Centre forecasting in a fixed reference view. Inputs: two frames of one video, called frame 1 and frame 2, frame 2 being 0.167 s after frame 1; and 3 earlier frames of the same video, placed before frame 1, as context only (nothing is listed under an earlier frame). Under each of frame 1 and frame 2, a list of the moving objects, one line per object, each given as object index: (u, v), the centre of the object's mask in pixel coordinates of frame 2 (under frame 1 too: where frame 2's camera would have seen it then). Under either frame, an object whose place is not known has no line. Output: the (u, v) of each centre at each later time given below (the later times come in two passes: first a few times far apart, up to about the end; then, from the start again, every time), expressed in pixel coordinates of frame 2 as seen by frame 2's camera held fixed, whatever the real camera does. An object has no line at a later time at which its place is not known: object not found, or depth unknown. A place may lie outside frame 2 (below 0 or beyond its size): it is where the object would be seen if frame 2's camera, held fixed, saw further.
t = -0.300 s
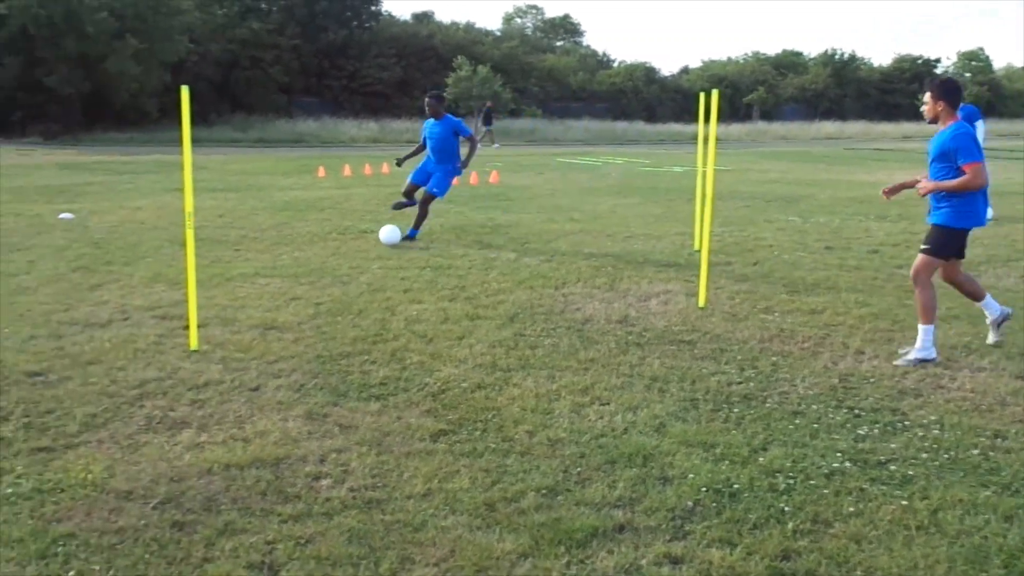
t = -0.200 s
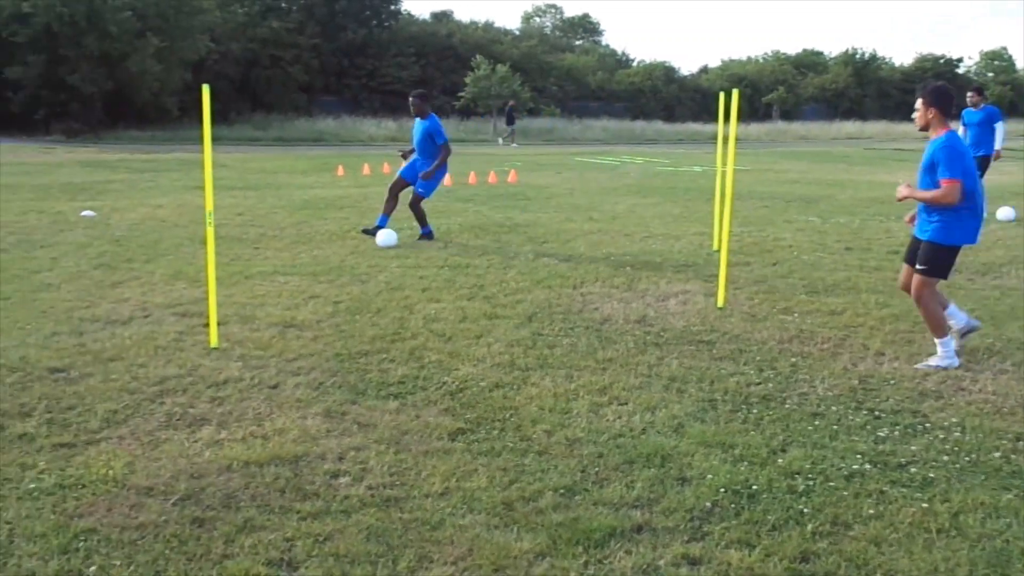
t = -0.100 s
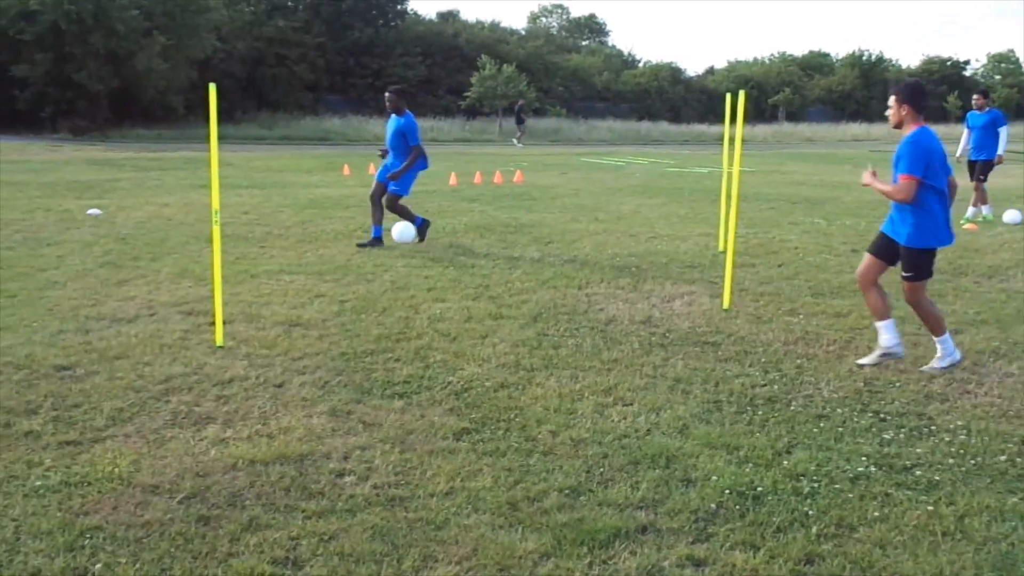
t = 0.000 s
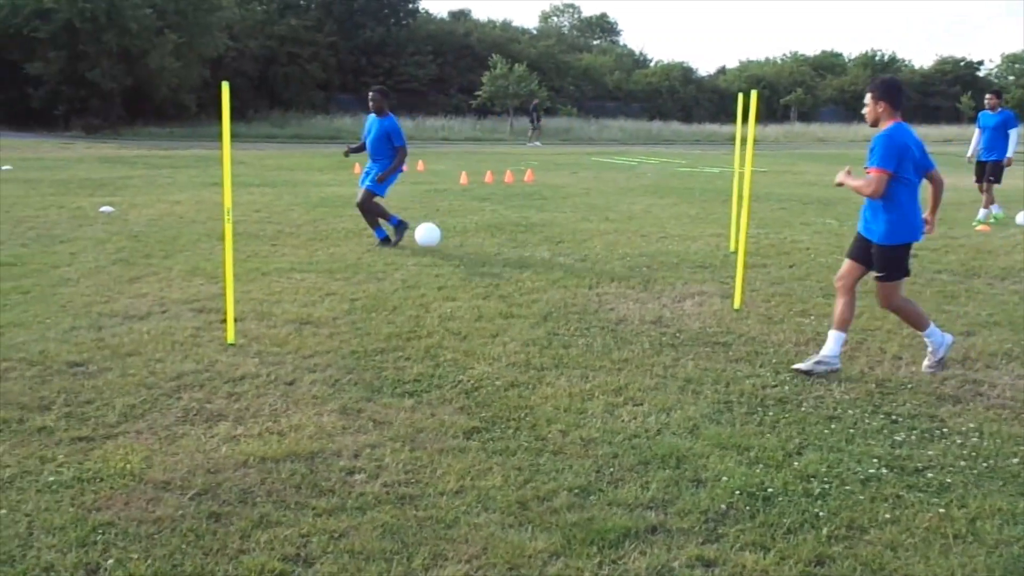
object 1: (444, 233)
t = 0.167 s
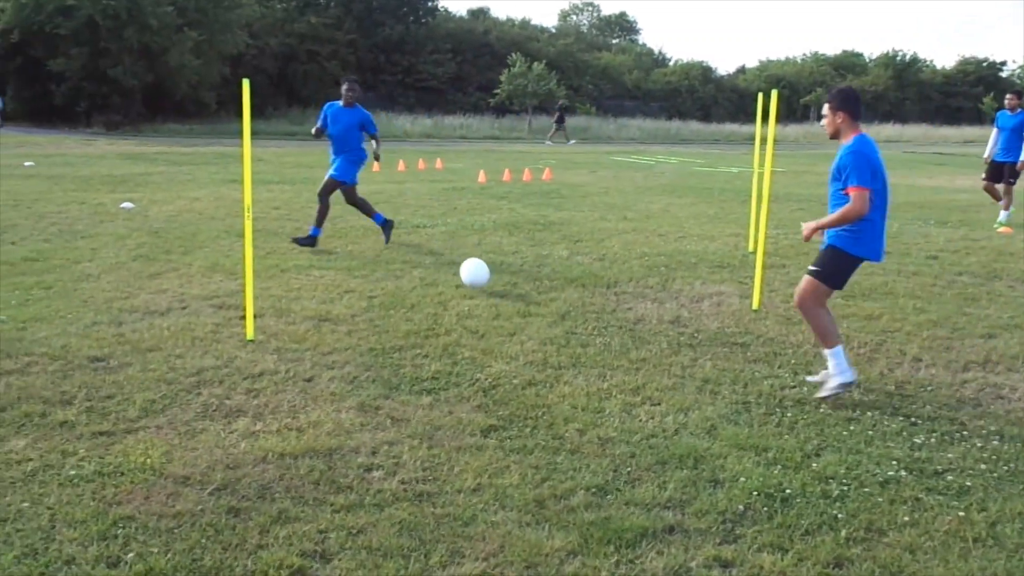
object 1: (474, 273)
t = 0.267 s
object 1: (493, 294)
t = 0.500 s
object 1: (537, 350)
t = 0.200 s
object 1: (482, 286)
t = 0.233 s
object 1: (487, 292)
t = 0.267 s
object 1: (493, 294)
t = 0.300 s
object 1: (498, 296)
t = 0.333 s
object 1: (503, 299)
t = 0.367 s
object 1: (509, 306)
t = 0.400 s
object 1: (515, 314)
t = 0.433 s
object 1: (522, 325)
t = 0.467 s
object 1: (529, 338)
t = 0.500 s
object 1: (537, 350)
